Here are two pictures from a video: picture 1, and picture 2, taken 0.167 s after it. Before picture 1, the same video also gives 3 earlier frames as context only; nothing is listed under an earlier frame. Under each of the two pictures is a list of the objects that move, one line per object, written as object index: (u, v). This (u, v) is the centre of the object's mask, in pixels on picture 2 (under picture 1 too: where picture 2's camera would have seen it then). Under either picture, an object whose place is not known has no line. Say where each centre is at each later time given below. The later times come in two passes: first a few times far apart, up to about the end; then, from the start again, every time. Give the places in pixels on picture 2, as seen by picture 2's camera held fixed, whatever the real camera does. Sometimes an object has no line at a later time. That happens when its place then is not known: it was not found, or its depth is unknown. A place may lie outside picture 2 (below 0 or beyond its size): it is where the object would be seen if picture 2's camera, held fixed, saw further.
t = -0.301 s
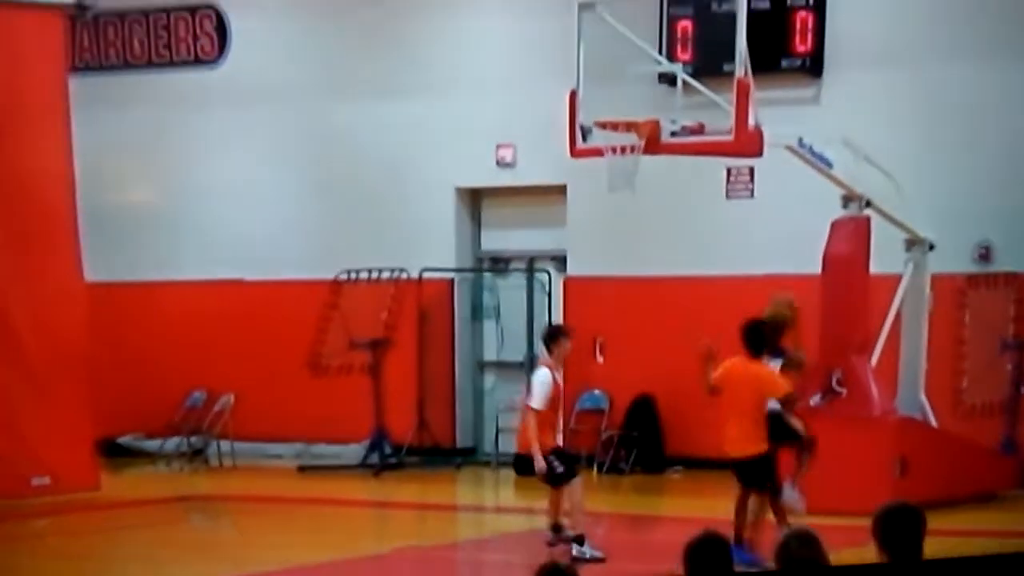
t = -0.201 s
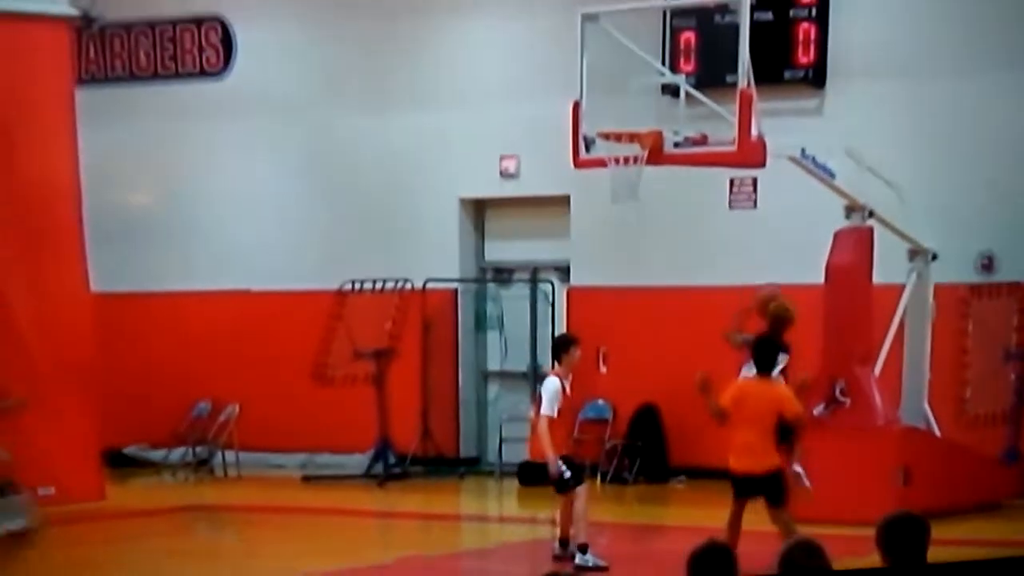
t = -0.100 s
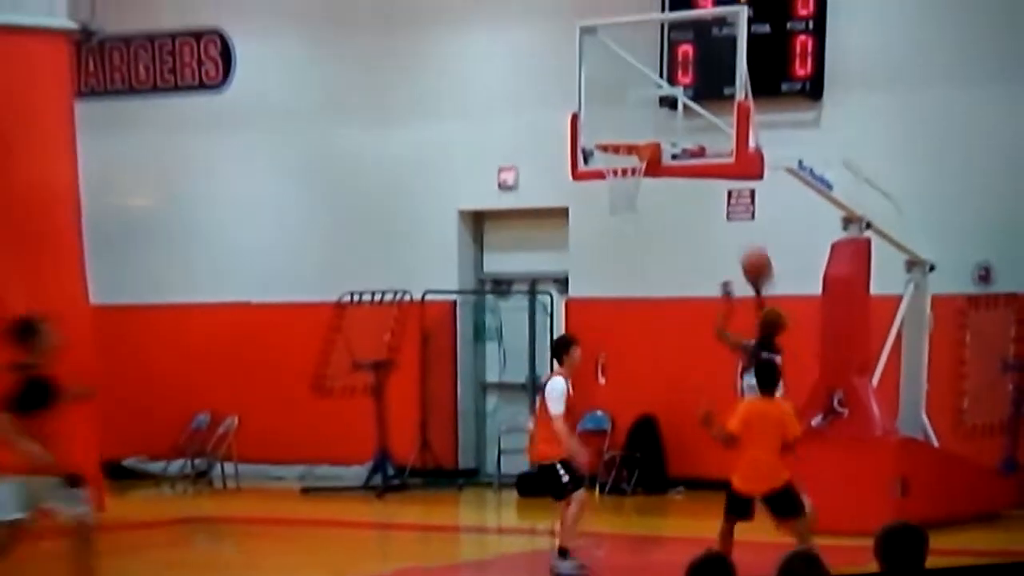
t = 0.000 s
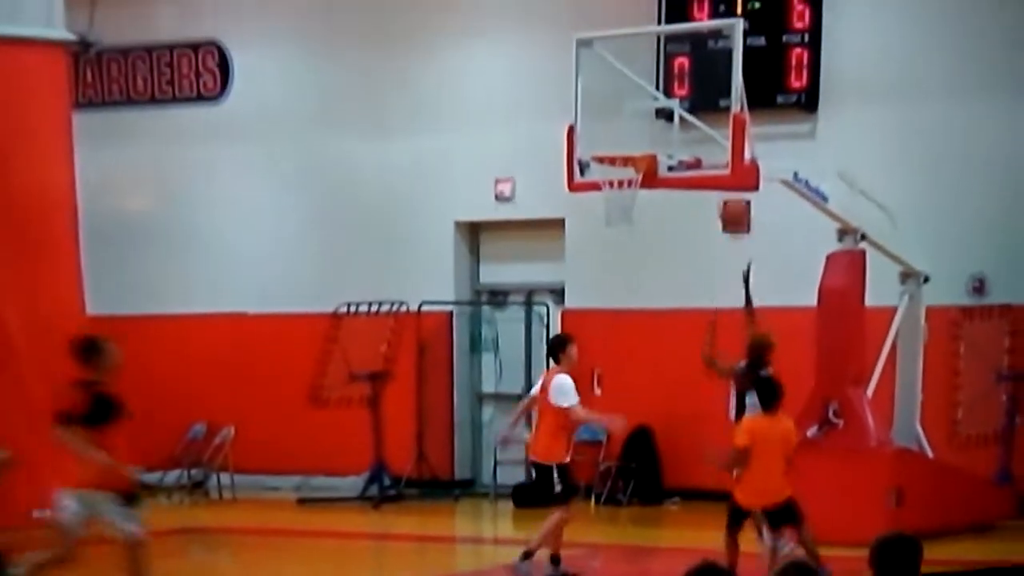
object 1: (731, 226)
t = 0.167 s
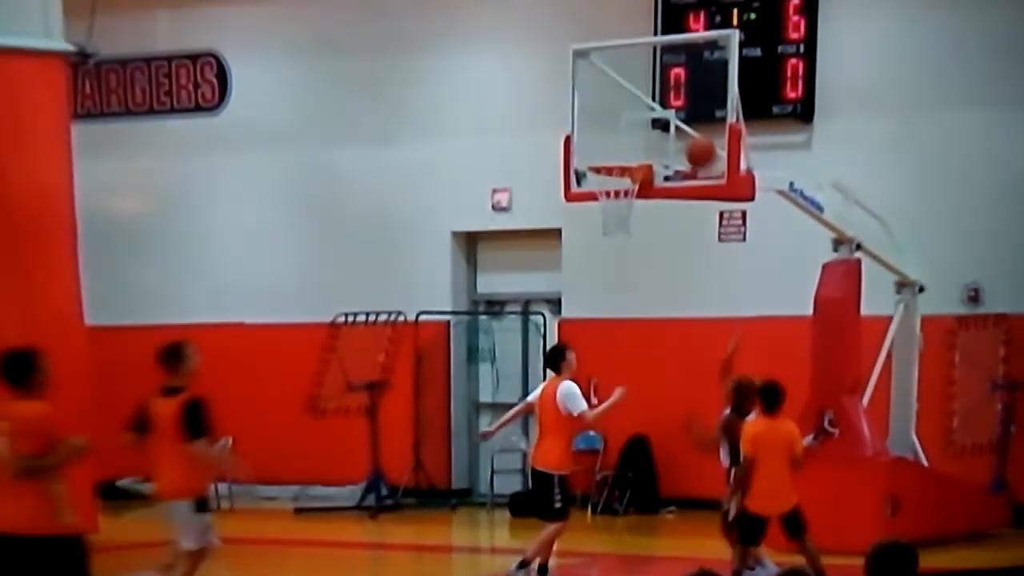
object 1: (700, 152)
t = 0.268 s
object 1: (684, 128)
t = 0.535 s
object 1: (629, 141)
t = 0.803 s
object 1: (595, 205)
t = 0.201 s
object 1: (695, 144)
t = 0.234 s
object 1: (690, 135)
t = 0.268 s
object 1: (684, 128)
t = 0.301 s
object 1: (677, 124)
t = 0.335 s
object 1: (672, 121)
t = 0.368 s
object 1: (666, 121)
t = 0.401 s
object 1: (658, 122)
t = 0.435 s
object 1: (652, 125)
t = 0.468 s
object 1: (644, 128)
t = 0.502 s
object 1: (637, 133)
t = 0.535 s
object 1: (629, 141)
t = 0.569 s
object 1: (623, 149)
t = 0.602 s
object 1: (616, 155)
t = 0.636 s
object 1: (609, 169)
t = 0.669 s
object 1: (601, 183)
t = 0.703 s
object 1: (599, 192)
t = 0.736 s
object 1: (595, 198)
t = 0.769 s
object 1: (594, 203)
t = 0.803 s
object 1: (595, 205)
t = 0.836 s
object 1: (597, 208)
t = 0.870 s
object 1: (597, 210)
